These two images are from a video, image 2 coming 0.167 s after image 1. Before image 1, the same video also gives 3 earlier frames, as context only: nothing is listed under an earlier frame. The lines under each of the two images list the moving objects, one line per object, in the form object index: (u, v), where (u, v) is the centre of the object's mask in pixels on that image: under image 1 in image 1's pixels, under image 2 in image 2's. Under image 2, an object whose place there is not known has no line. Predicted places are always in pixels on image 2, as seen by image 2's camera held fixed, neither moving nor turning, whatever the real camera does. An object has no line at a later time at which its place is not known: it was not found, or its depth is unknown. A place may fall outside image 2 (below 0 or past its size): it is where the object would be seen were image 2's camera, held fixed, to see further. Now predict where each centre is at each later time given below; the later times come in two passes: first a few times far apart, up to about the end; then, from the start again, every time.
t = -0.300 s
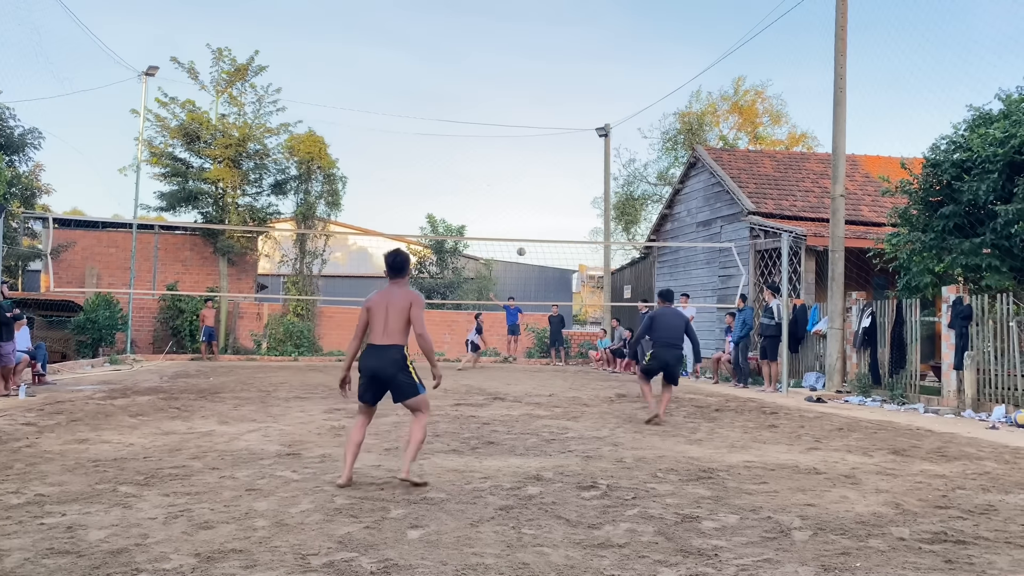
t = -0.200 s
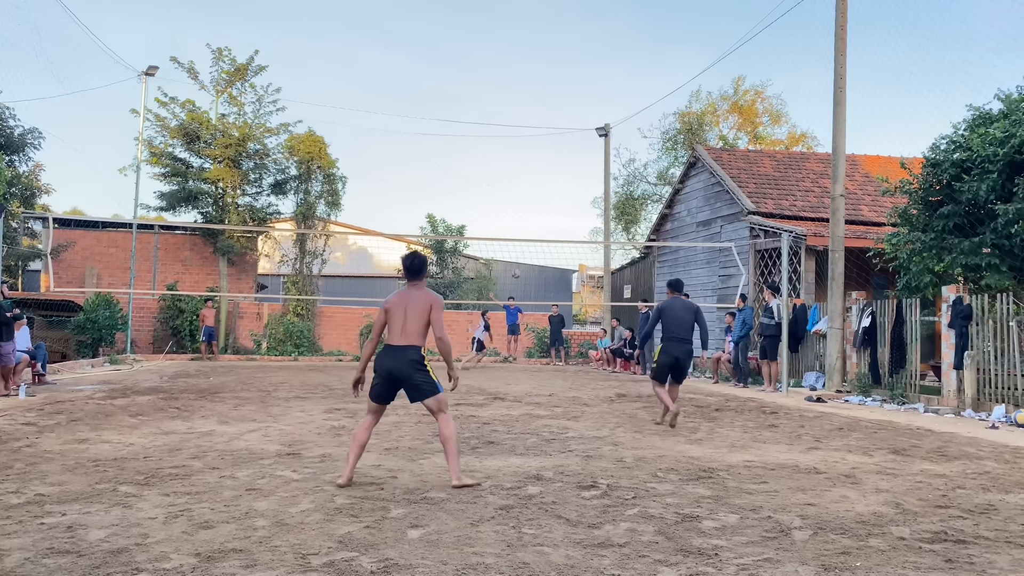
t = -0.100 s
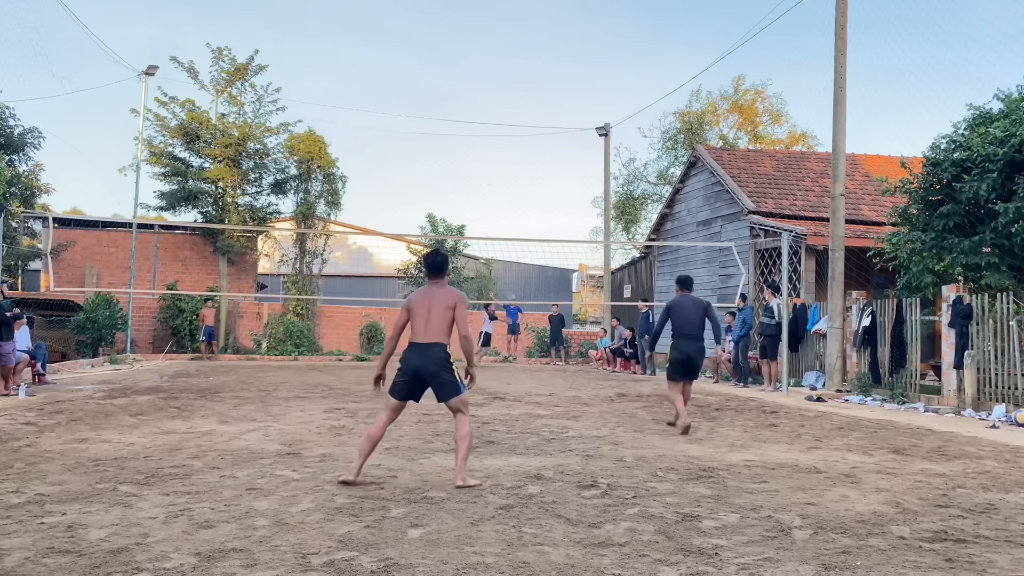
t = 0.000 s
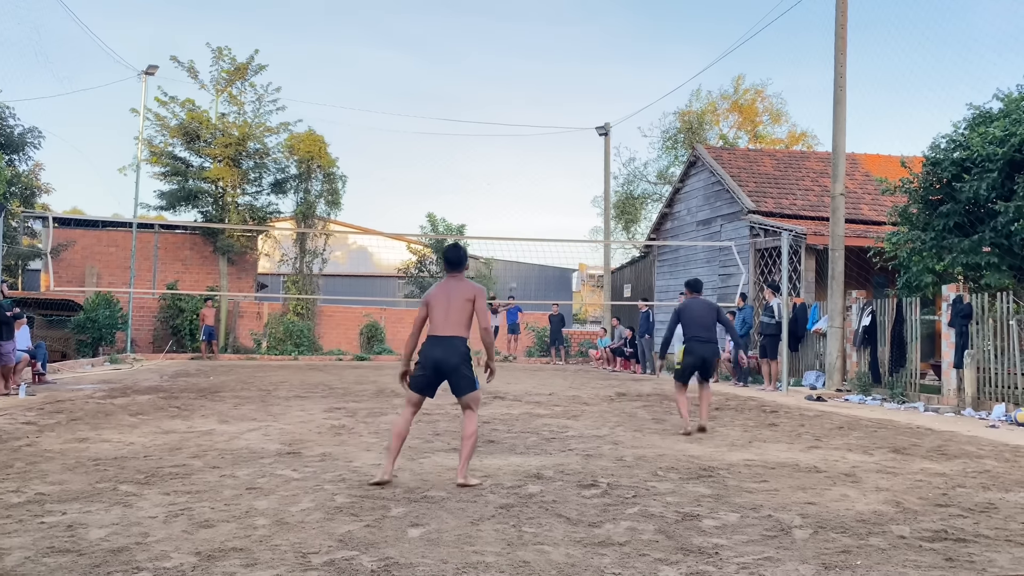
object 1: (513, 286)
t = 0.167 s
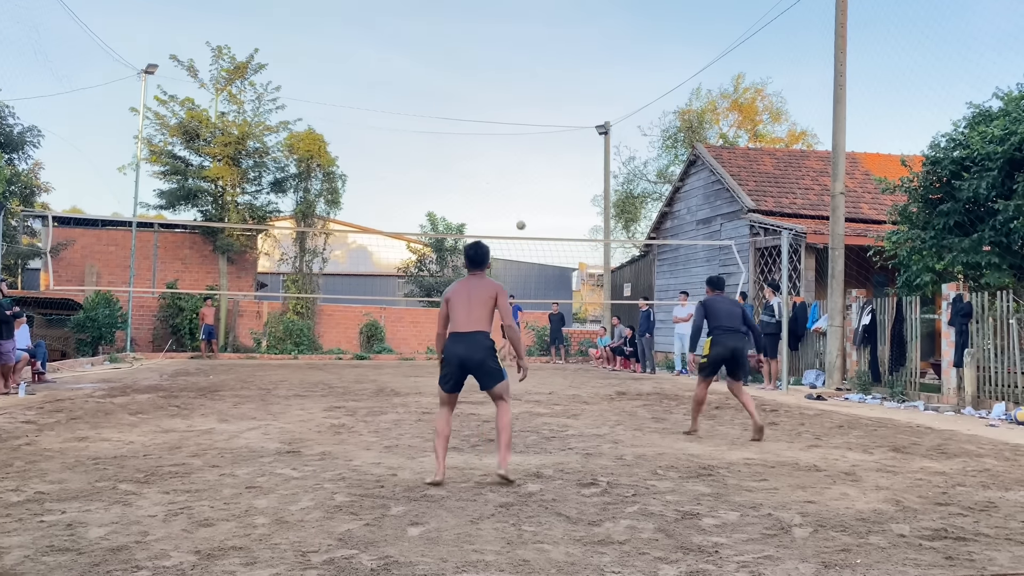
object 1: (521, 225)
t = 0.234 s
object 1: (524, 202)
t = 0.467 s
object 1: (535, 129)
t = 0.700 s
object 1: (549, 67)
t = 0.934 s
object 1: (565, 24)
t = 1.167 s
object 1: (587, 11)
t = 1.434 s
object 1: (622, 57)
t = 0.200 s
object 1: (522, 214)
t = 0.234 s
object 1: (524, 202)
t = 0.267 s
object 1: (526, 191)
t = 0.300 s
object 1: (527, 180)
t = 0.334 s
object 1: (529, 170)
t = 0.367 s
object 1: (530, 159)
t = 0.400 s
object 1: (532, 149)
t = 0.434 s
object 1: (534, 139)
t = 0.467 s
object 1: (535, 129)
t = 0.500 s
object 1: (537, 119)
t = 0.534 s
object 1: (539, 110)
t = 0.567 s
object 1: (541, 101)
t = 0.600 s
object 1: (543, 92)
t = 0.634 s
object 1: (545, 84)
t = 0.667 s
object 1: (547, 75)
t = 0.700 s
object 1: (549, 67)
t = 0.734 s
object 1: (551, 60)
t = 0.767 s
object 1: (553, 53)
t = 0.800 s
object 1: (555, 46)
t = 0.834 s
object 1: (558, 40)
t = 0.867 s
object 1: (560, 34)
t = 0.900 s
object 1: (563, 29)
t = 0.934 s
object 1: (565, 24)
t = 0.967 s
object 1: (568, 20)
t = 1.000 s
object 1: (571, 17)
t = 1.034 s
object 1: (574, 14)
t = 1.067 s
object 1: (577, 12)
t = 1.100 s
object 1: (580, 11)
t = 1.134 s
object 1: (583, 11)
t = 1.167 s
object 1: (587, 11)
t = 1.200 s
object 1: (590, 12)
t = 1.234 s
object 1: (594, 14)
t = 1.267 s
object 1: (598, 17)
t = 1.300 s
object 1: (602, 22)
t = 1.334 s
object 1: (607, 28)
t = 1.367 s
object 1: (612, 36)
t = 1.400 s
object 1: (617, 46)
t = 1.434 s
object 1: (622, 57)
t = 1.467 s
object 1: (628, 70)
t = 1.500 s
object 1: (634, 86)
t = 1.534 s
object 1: (641, 103)
